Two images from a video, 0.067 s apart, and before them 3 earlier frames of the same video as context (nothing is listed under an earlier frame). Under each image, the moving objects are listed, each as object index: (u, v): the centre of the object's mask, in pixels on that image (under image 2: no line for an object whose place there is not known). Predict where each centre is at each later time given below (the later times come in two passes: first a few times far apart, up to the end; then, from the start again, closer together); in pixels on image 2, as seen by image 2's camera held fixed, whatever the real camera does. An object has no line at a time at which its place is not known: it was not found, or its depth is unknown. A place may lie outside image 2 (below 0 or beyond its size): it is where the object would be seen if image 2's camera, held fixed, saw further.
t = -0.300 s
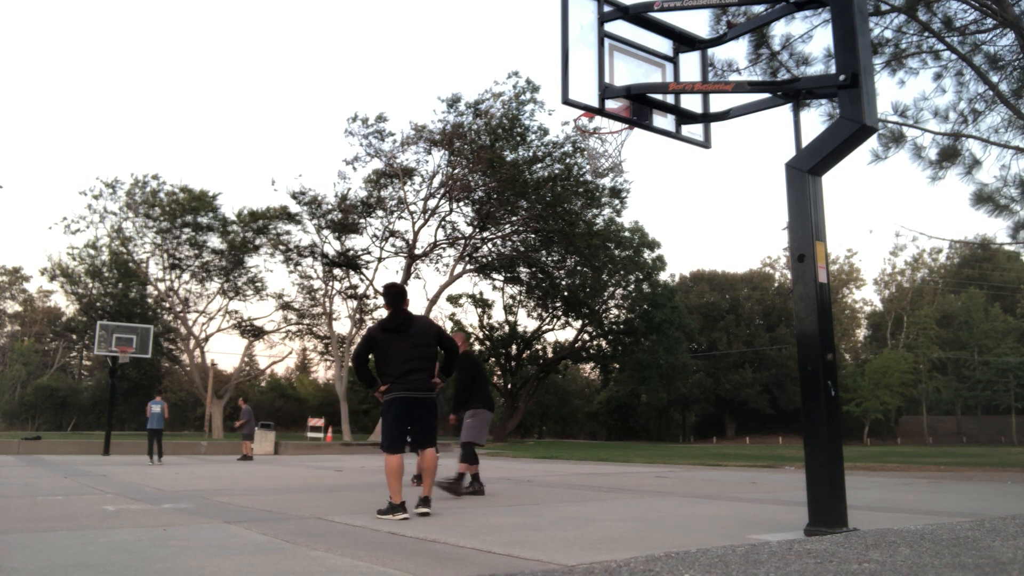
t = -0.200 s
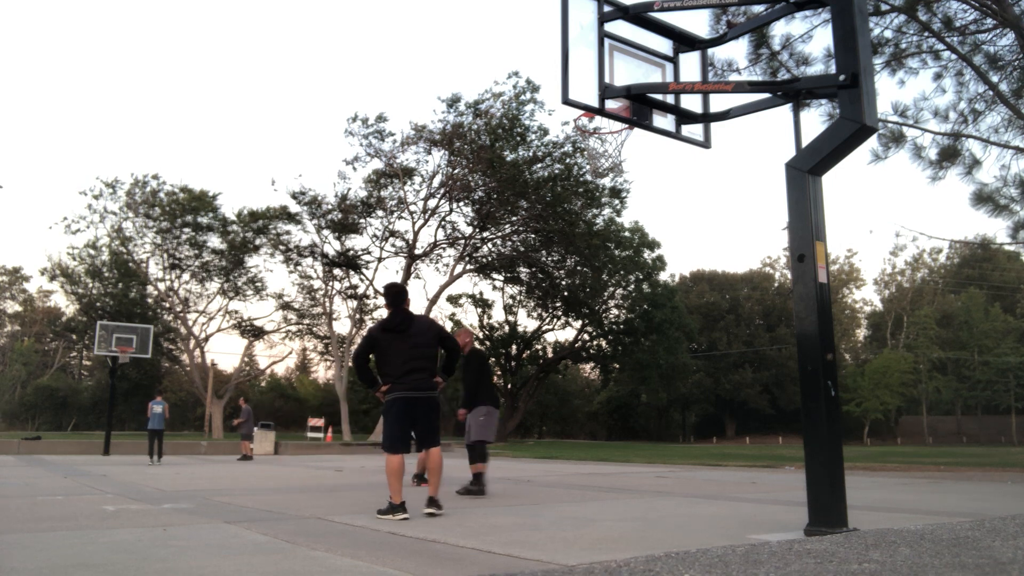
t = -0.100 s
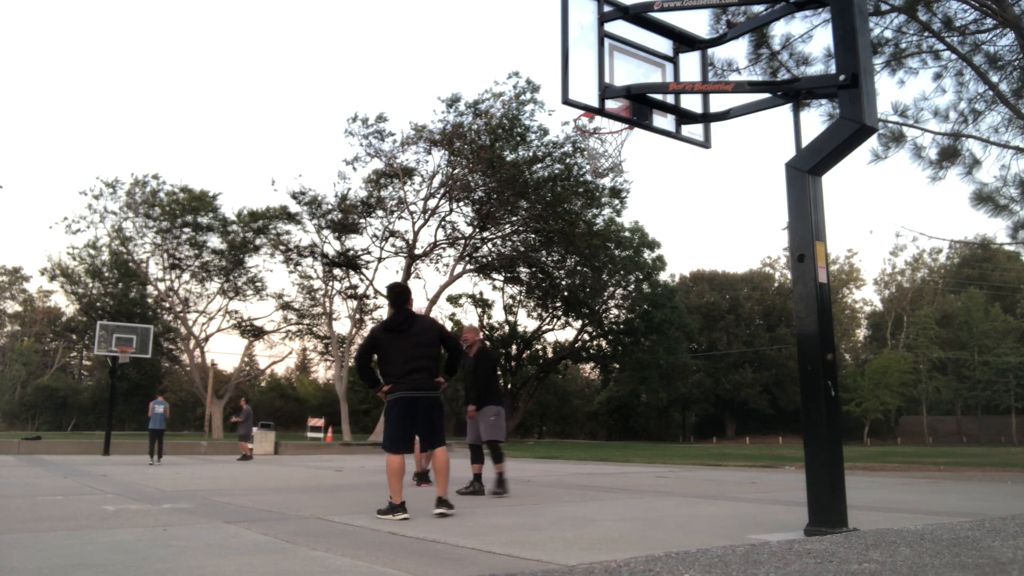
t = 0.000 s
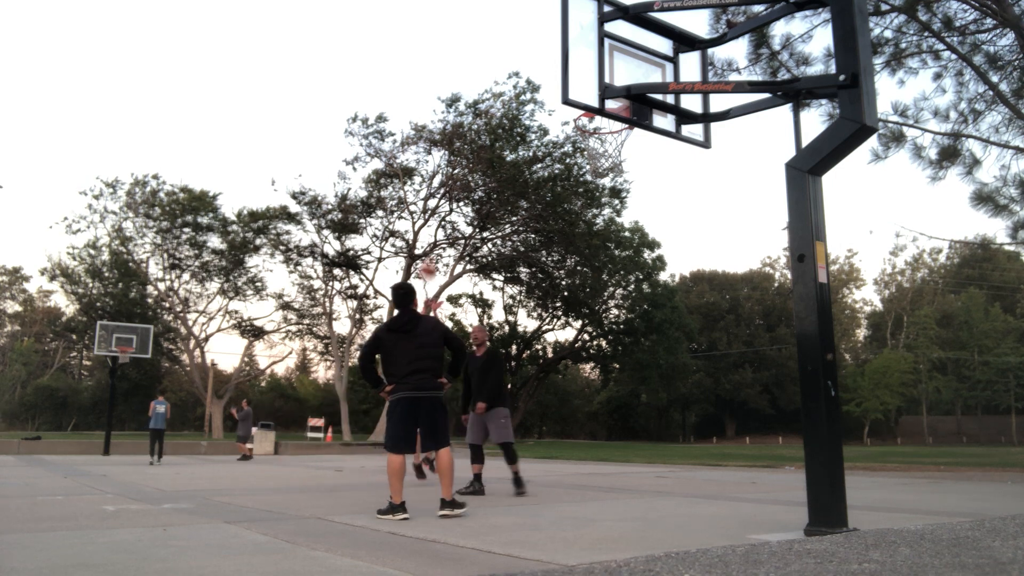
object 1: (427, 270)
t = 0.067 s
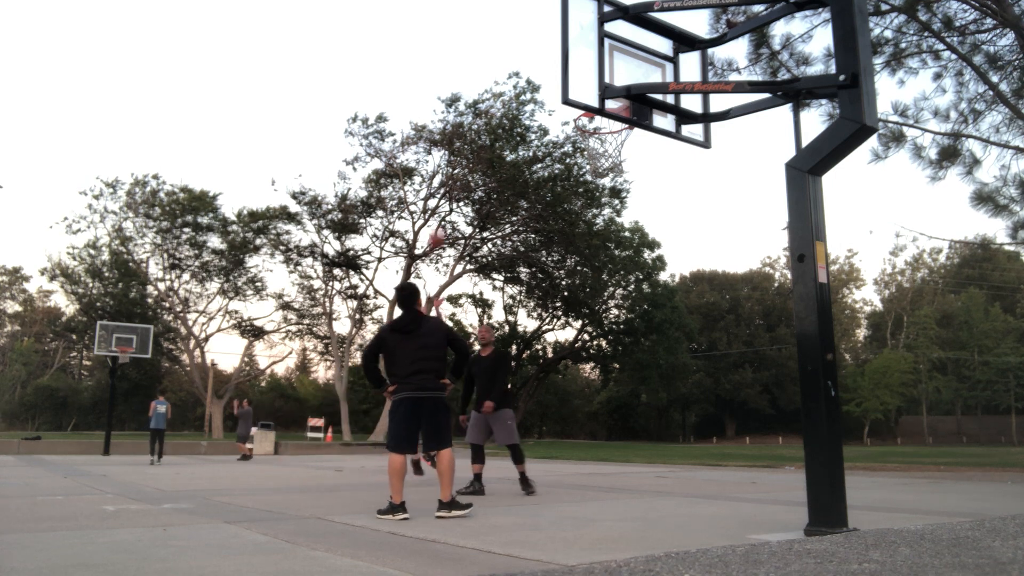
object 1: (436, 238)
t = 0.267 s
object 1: (466, 161)
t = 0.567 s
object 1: (515, 94)
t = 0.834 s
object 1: (572, 90)
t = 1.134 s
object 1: (617, 140)
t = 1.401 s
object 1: (604, 203)
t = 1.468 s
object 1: (600, 234)
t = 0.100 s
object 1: (442, 224)
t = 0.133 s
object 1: (446, 211)
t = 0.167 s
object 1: (452, 196)
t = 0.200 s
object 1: (455, 186)
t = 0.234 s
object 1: (461, 174)
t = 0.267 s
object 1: (466, 161)
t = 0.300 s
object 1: (470, 152)
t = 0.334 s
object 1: (476, 143)
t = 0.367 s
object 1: (481, 133)
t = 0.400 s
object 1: (486, 124)
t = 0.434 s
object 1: (492, 117)
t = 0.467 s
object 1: (497, 110)
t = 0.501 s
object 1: (503, 104)
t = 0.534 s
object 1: (509, 99)
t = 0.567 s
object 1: (515, 94)
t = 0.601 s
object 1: (520, 91)
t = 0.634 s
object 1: (527, 88)
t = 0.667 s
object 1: (534, 86)
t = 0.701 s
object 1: (540, 85)
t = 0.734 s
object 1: (547, 85)
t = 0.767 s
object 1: (553, 87)
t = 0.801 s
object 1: (556, 89)
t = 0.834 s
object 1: (572, 90)
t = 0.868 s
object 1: (581, 93)
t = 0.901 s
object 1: (587, 97)
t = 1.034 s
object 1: (617, 135)
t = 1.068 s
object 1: (619, 136)
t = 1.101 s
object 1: (618, 138)
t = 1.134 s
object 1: (617, 140)
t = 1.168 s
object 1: (616, 145)
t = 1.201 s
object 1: (614, 150)
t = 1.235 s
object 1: (613, 156)
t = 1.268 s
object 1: (610, 164)
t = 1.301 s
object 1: (609, 172)
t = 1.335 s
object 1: (608, 182)
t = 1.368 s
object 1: (605, 194)
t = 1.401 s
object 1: (604, 203)
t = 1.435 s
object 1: (602, 218)
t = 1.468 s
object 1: (600, 234)
